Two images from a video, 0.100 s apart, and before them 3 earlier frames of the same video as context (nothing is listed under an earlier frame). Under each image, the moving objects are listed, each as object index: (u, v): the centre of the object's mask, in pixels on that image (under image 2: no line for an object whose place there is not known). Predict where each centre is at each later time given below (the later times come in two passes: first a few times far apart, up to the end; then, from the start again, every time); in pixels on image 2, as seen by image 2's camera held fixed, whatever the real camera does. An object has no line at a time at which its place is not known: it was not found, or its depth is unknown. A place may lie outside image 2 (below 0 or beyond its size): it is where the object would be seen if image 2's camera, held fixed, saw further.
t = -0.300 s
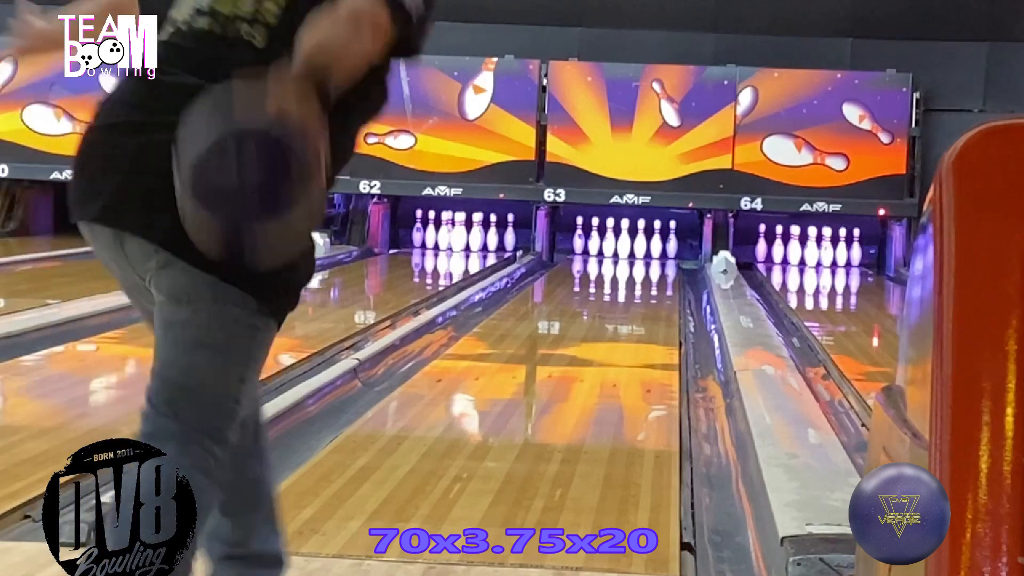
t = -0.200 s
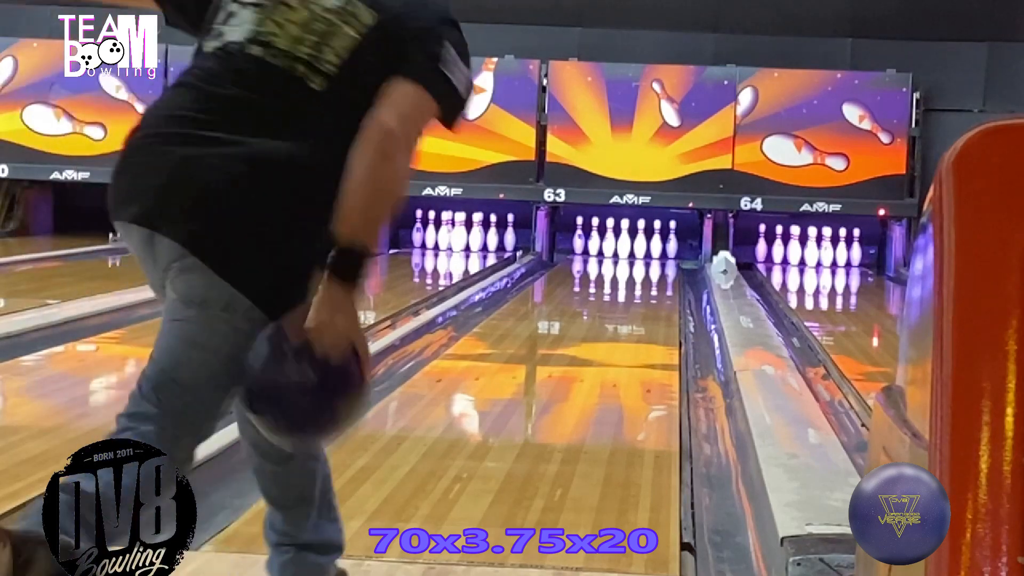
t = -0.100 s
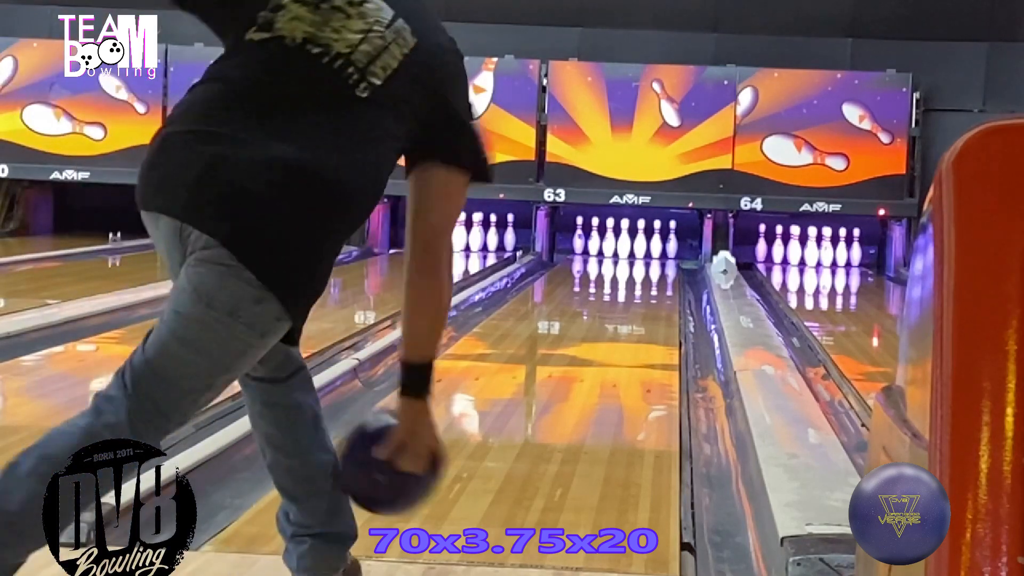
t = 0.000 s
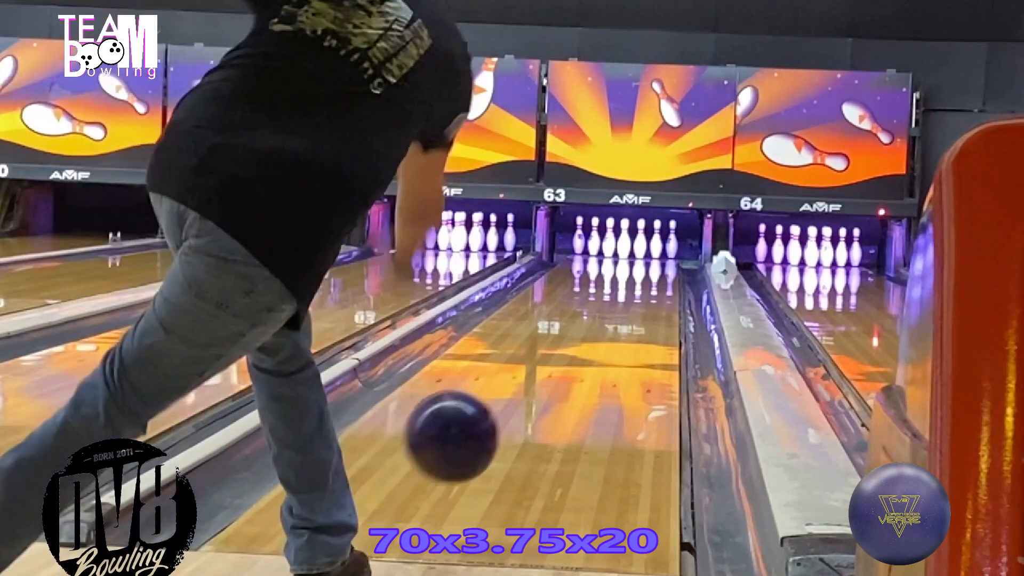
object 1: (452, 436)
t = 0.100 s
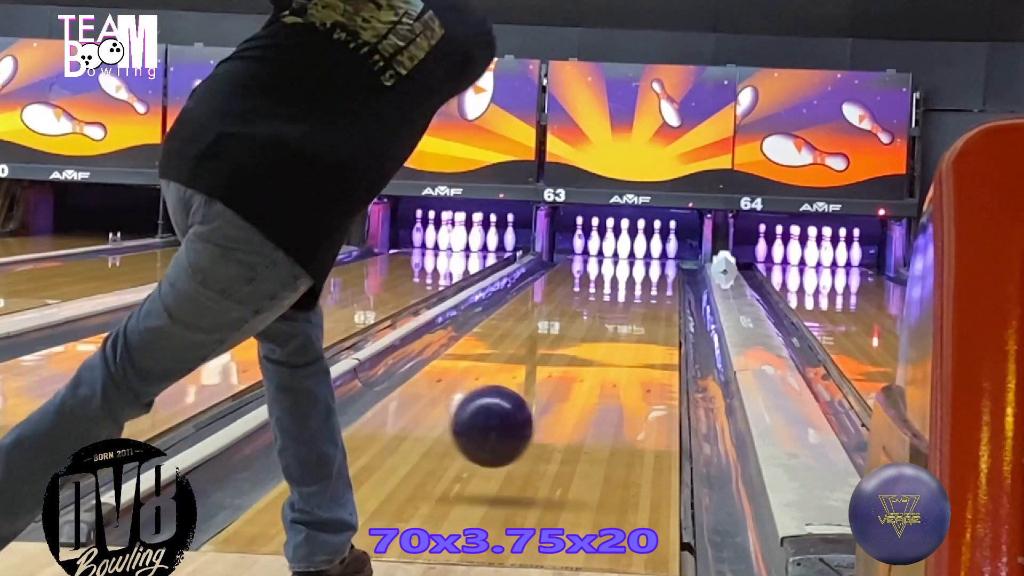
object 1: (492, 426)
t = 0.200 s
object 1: (524, 426)
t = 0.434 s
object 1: (577, 377)
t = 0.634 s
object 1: (608, 348)
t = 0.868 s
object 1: (633, 324)
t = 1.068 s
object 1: (647, 308)
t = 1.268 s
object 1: (657, 295)
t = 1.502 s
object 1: (662, 283)
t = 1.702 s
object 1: (664, 275)
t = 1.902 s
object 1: (661, 268)
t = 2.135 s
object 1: (650, 260)
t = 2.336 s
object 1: (640, 255)
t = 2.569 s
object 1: (630, 249)
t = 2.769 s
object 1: (630, 247)
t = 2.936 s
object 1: (625, 248)
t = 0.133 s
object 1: (503, 432)
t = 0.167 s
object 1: (513, 439)
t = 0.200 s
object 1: (524, 426)
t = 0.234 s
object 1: (533, 415)
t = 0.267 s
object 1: (541, 409)
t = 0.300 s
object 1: (549, 403)
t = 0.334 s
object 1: (557, 397)
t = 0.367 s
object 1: (564, 391)
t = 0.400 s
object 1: (571, 385)
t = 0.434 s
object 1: (577, 377)
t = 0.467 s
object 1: (583, 372)
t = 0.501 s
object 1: (588, 367)
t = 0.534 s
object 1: (594, 362)
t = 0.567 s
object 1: (599, 357)
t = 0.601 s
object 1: (603, 352)
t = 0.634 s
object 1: (608, 348)
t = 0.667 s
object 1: (612, 345)
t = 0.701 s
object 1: (616, 341)
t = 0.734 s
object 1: (620, 337)
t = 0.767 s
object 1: (623, 334)
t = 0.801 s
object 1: (627, 330)
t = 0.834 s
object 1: (630, 327)
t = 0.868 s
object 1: (633, 324)
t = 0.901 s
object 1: (636, 321)
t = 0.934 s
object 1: (639, 318)
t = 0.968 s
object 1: (641, 316)
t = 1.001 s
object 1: (643, 313)
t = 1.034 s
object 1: (646, 310)
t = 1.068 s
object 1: (647, 308)
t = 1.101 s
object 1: (649, 306)
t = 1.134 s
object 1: (651, 304)
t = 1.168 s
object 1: (653, 301)
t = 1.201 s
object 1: (655, 299)
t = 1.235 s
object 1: (656, 296)
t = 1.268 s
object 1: (657, 295)
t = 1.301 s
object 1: (659, 292)
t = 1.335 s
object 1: (659, 290)
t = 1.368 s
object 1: (660, 289)
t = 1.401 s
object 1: (661, 287)
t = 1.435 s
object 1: (662, 286)
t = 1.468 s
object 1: (662, 284)
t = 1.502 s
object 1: (662, 283)
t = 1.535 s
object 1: (663, 281)
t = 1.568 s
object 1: (664, 280)
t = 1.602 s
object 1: (664, 278)
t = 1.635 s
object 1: (664, 277)
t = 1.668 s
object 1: (664, 276)
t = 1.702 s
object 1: (664, 275)
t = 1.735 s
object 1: (664, 273)
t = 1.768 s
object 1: (663, 272)
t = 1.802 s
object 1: (663, 271)
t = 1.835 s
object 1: (662, 270)
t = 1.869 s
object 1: (662, 269)
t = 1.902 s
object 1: (661, 268)
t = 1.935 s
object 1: (660, 266)
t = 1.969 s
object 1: (658, 265)
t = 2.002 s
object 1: (657, 264)
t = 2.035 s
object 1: (655, 263)
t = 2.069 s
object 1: (654, 262)
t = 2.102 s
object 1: (652, 261)
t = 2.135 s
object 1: (650, 260)
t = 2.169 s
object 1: (648, 259)
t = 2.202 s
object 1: (646, 258)
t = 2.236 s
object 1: (645, 257)
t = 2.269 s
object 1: (643, 256)
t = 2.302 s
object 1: (642, 255)
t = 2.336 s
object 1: (640, 255)
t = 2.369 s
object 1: (639, 254)
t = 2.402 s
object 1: (637, 253)
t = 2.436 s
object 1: (636, 252)
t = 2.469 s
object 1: (634, 252)
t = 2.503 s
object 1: (633, 251)
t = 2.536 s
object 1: (631, 250)
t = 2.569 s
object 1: (630, 249)
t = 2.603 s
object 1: (630, 249)
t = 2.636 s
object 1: (631, 248)
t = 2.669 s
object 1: (630, 248)
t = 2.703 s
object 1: (629, 247)
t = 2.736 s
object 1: (630, 247)
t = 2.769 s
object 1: (630, 247)
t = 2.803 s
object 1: (630, 246)
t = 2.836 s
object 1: (630, 246)
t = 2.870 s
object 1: (630, 246)
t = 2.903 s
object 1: (628, 246)
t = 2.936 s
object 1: (625, 248)
